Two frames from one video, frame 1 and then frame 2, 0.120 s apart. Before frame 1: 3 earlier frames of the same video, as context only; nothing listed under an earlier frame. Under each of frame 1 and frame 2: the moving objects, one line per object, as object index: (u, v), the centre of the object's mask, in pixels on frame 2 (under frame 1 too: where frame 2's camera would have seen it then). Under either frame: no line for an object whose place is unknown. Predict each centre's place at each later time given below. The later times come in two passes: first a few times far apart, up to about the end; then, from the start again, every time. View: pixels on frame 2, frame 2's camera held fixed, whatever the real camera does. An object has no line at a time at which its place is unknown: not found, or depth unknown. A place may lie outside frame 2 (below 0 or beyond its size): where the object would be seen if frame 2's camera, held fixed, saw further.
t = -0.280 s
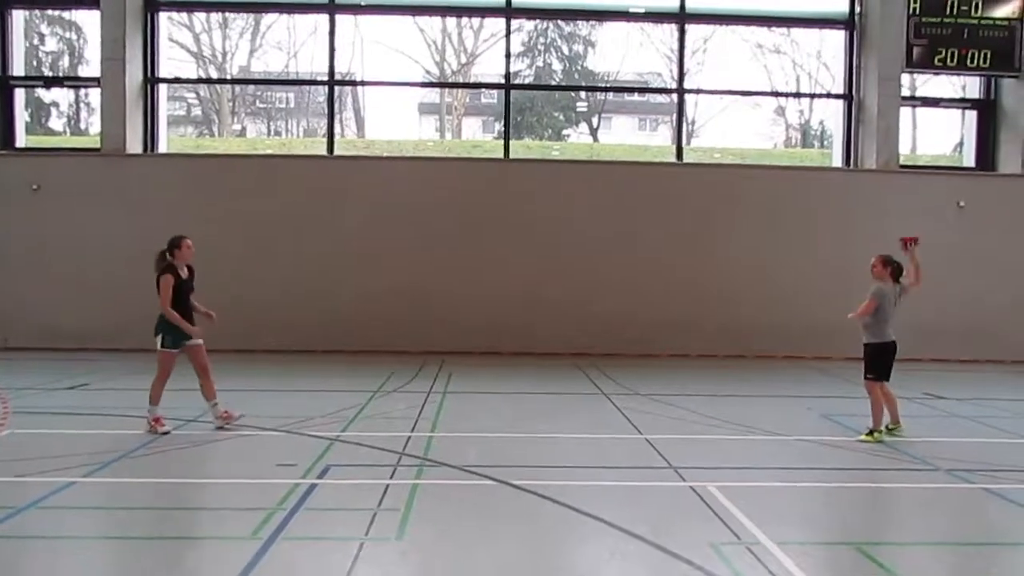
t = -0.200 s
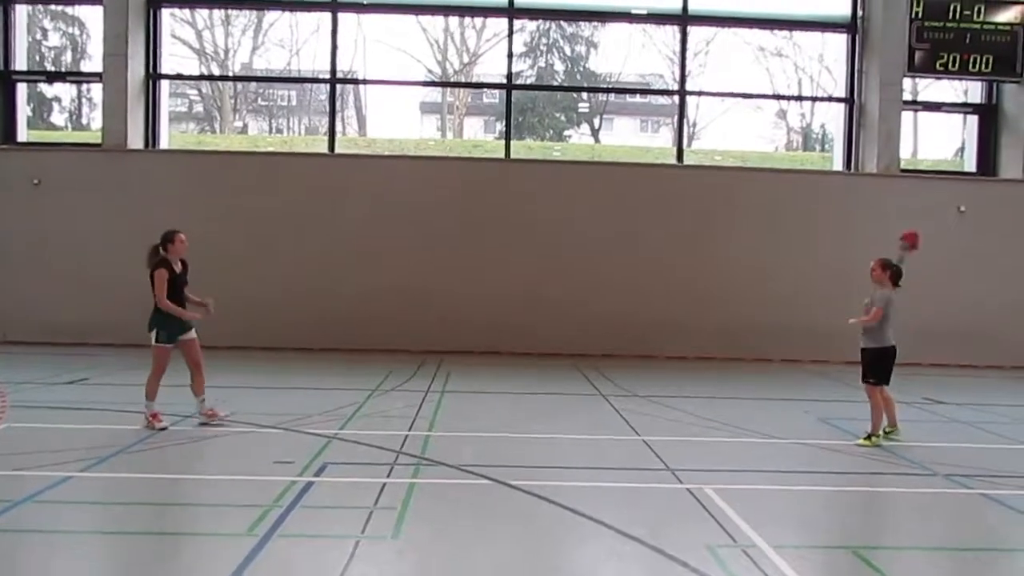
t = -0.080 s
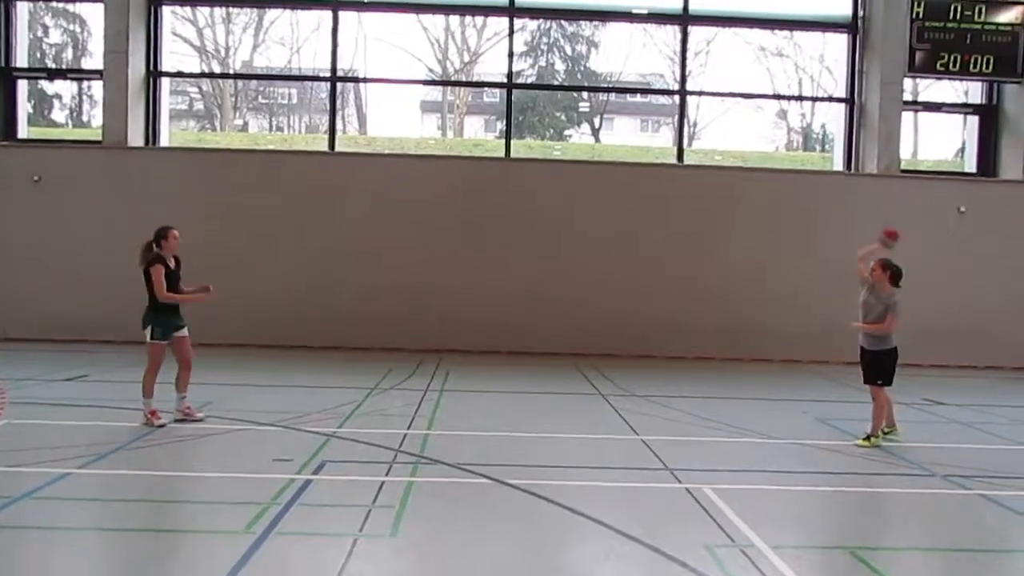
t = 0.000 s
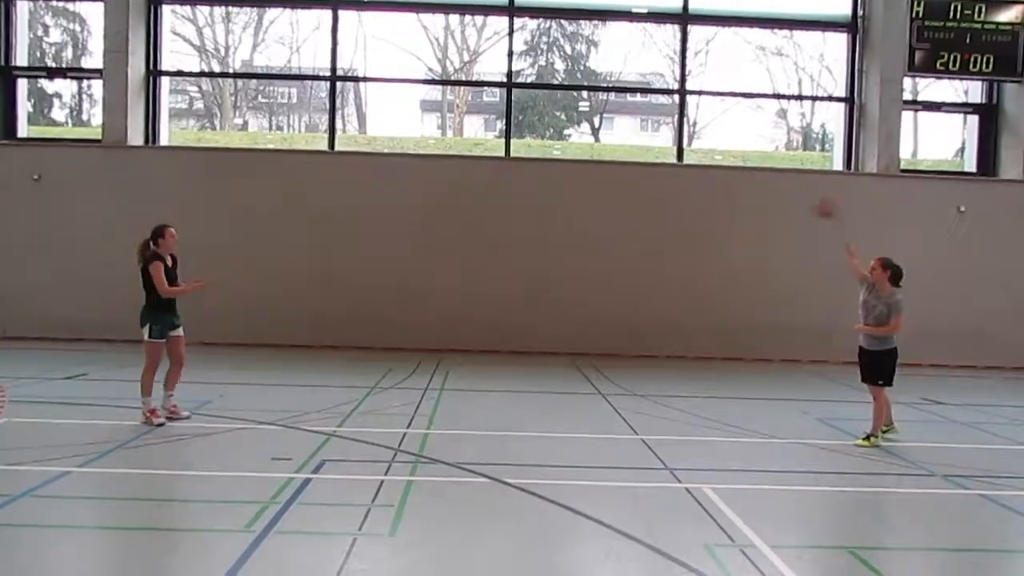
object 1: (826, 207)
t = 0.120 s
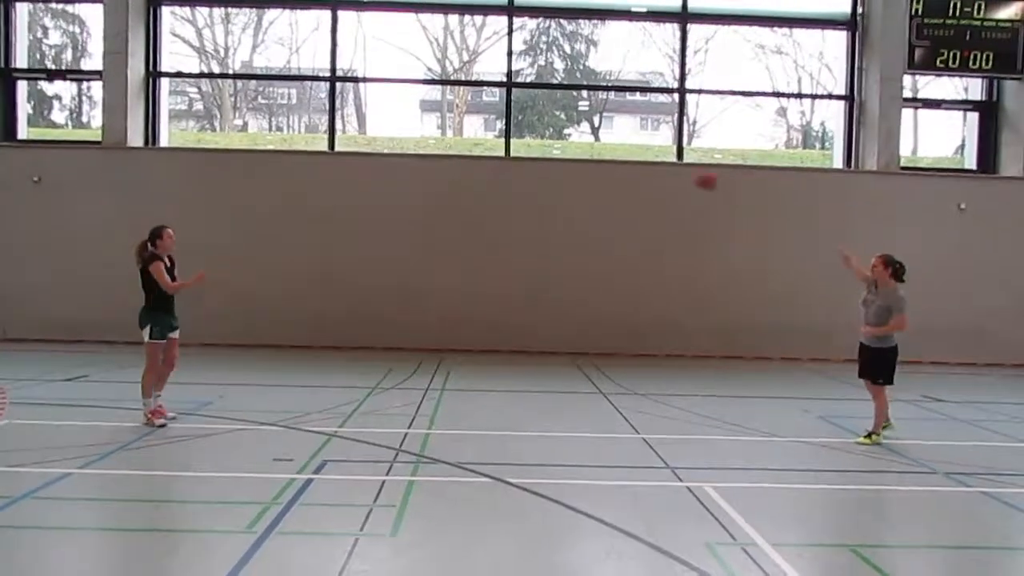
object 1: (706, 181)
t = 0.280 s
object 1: (540, 174)
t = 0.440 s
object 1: (372, 198)
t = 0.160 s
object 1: (666, 175)
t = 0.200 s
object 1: (625, 174)
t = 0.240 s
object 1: (583, 175)
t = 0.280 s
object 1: (540, 174)
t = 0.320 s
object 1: (498, 176)
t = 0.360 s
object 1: (456, 178)
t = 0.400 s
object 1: (415, 188)
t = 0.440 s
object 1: (372, 198)
